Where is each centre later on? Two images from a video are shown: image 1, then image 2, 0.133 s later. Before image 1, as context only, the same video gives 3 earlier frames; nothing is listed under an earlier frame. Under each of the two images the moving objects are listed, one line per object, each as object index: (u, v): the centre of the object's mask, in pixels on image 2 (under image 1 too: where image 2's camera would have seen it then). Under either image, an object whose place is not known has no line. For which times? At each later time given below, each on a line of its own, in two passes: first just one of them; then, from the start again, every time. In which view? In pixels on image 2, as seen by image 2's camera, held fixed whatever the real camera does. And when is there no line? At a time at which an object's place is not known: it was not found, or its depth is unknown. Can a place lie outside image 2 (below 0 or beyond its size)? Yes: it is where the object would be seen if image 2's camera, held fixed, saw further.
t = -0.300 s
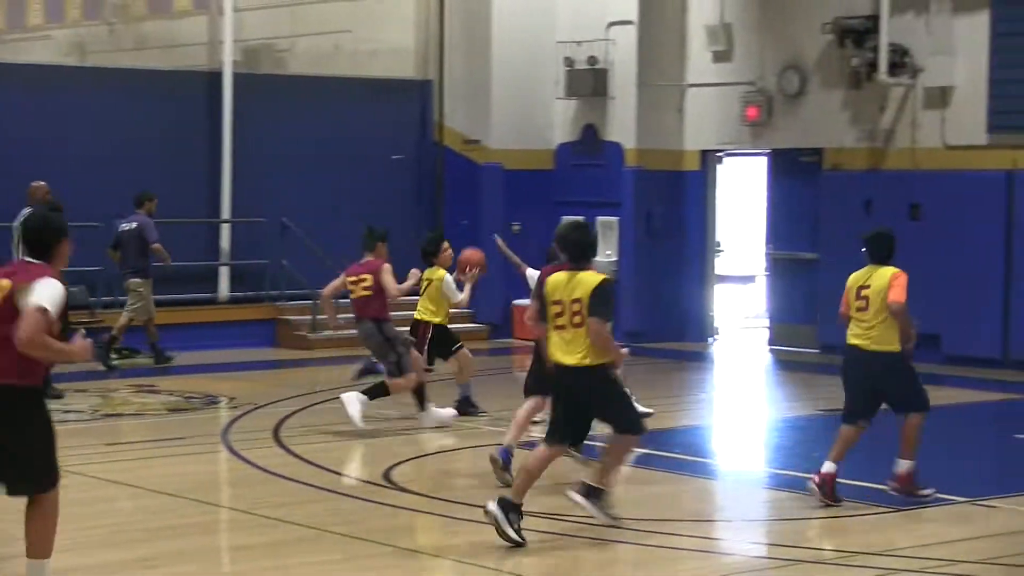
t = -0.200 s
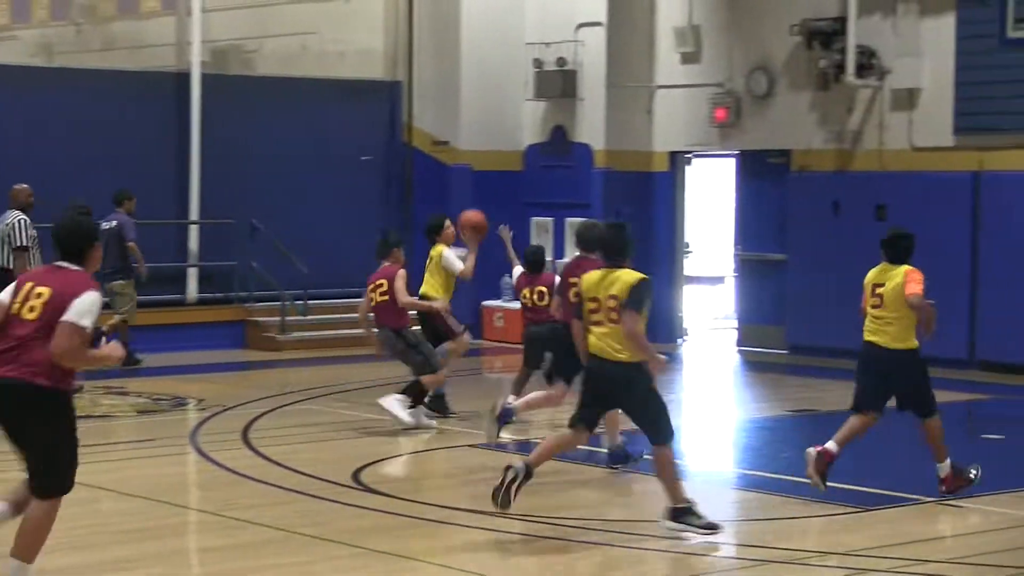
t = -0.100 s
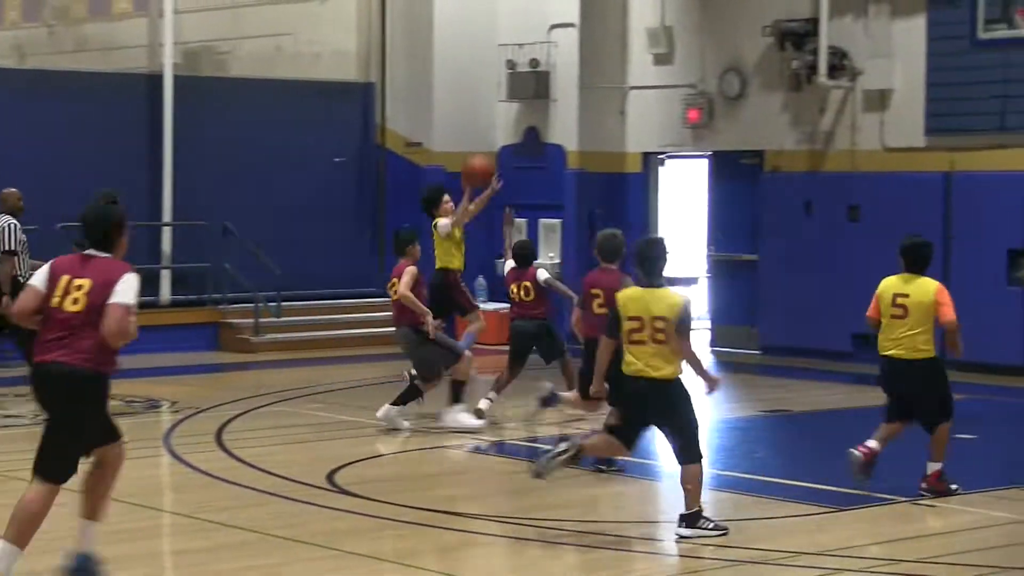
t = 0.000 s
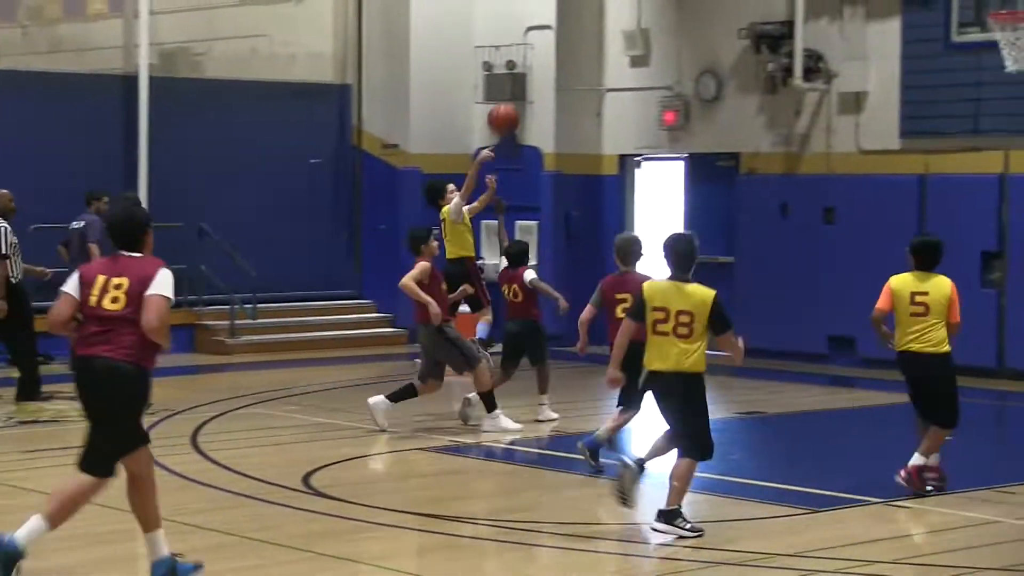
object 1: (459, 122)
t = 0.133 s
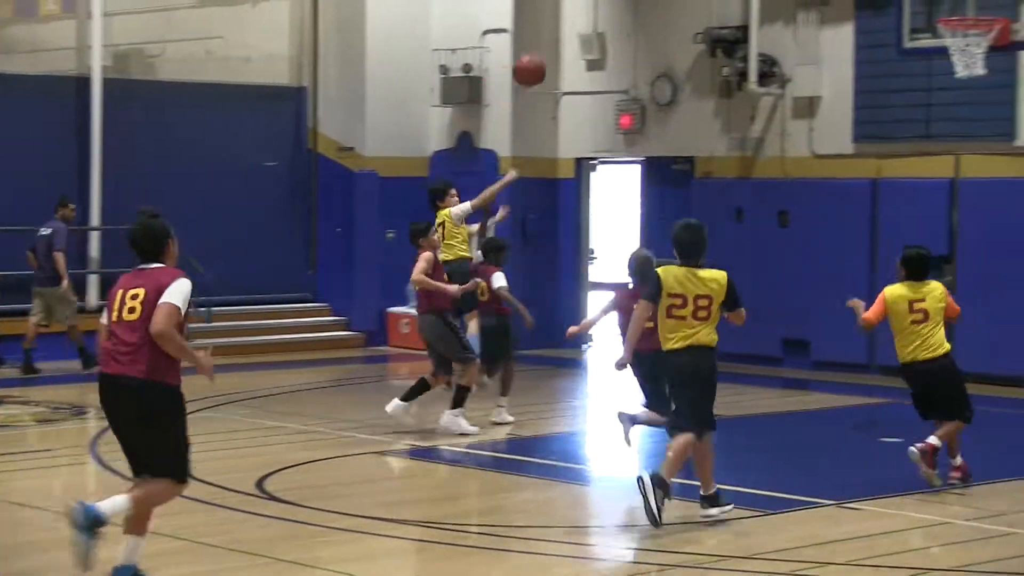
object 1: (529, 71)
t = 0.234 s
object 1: (584, 46)
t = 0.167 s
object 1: (547, 62)
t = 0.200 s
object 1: (566, 53)
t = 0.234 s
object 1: (584, 46)
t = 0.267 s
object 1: (603, 41)
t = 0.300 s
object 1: (621, 37)
